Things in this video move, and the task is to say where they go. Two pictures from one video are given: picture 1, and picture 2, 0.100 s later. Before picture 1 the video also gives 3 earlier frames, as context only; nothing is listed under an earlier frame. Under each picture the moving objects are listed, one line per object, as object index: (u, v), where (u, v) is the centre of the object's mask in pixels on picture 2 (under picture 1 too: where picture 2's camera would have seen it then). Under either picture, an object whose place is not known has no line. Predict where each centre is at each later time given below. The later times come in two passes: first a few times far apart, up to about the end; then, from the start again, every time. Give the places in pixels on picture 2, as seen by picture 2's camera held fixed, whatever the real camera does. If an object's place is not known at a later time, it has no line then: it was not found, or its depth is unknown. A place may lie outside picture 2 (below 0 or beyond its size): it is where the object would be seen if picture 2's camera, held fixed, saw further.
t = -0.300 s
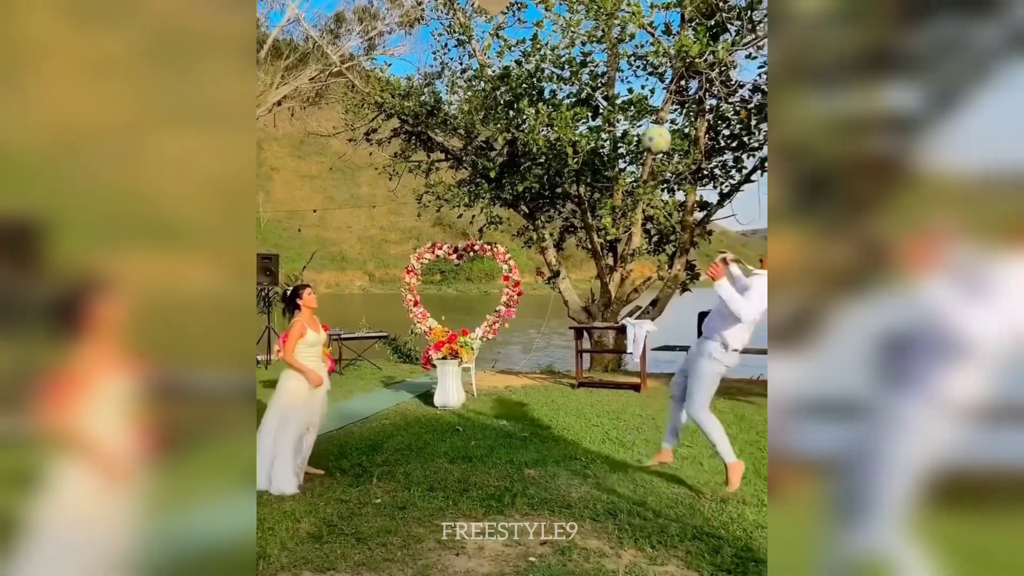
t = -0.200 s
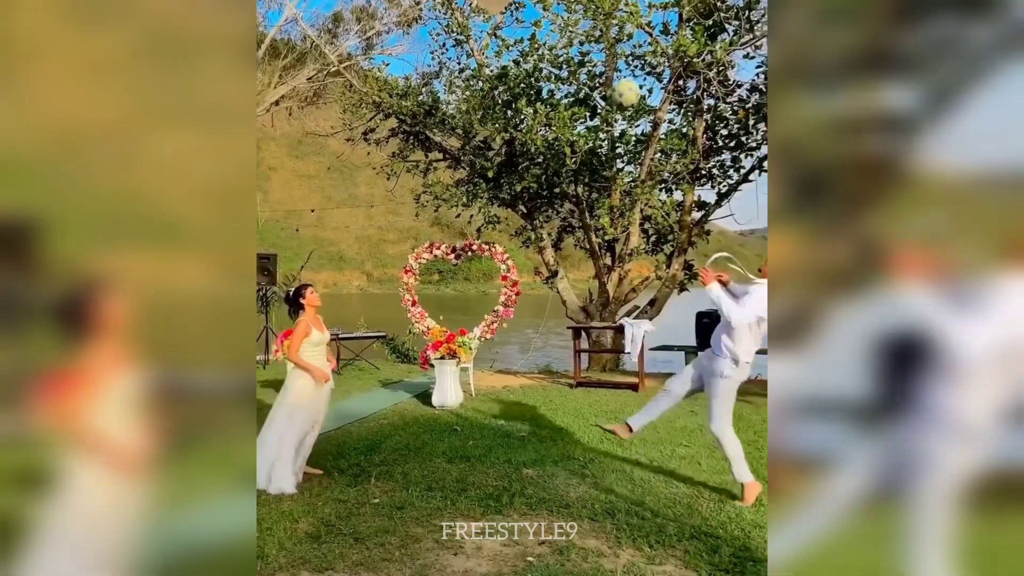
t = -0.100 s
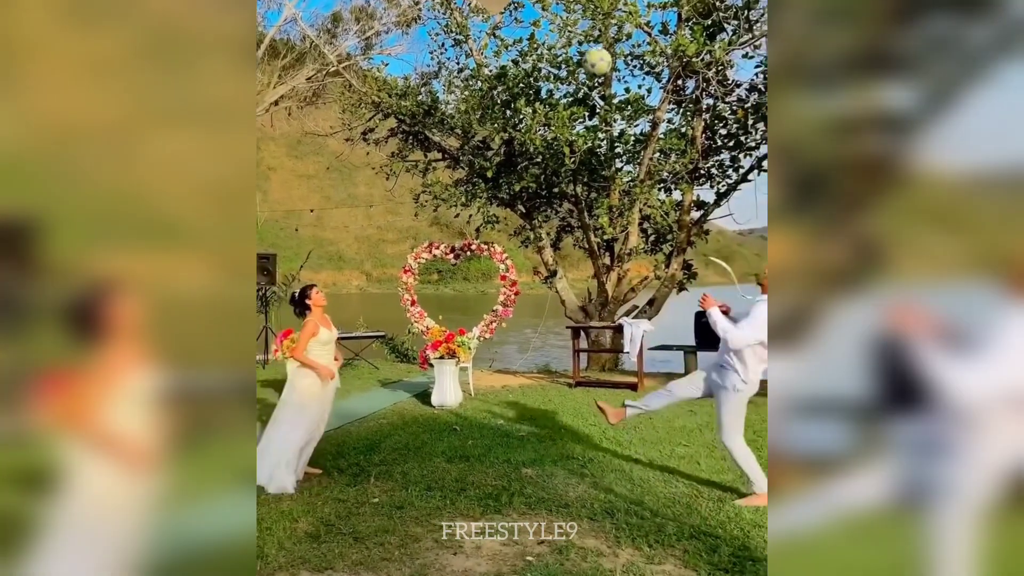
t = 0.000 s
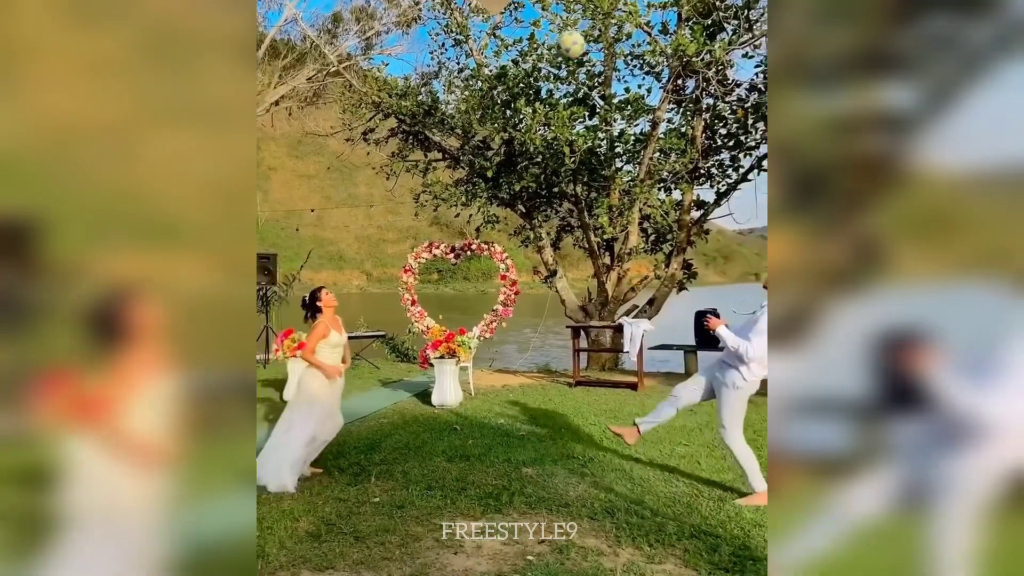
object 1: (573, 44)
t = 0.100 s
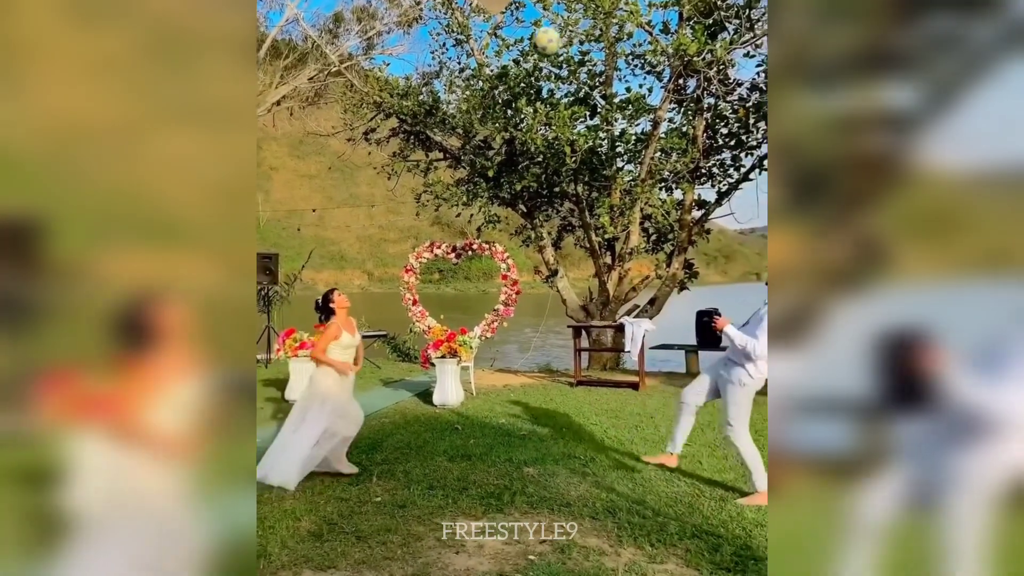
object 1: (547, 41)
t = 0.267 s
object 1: (506, 64)
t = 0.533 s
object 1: (444, 169)
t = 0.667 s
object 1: (415, 249)
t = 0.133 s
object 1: (538, 42)
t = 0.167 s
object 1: (530, 46)
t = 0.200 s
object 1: (522, 51)
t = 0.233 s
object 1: (514, 57)
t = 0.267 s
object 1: (506, 64)
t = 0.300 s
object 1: (497, 73)
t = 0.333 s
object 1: (490, 83)
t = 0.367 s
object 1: (482, 94)
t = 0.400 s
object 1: (475, 107)
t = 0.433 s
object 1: (467, 121)
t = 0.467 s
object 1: (459, 136)
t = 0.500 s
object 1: (452, 152)
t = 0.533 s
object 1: (444, 169)
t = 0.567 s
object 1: (437, 188)
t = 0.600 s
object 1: (430, 207)
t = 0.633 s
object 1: (423, 228)
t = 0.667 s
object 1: (415, 249)
